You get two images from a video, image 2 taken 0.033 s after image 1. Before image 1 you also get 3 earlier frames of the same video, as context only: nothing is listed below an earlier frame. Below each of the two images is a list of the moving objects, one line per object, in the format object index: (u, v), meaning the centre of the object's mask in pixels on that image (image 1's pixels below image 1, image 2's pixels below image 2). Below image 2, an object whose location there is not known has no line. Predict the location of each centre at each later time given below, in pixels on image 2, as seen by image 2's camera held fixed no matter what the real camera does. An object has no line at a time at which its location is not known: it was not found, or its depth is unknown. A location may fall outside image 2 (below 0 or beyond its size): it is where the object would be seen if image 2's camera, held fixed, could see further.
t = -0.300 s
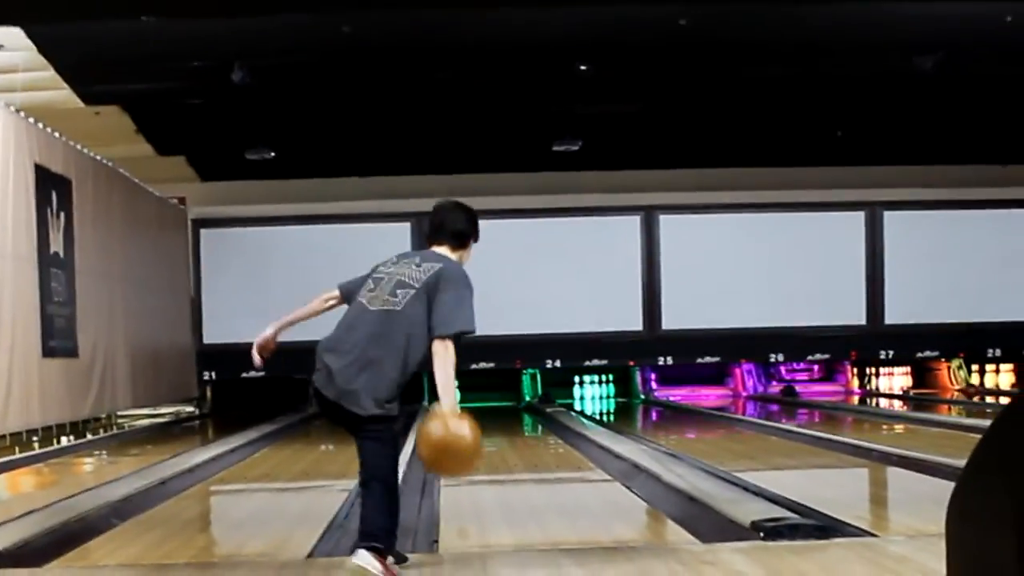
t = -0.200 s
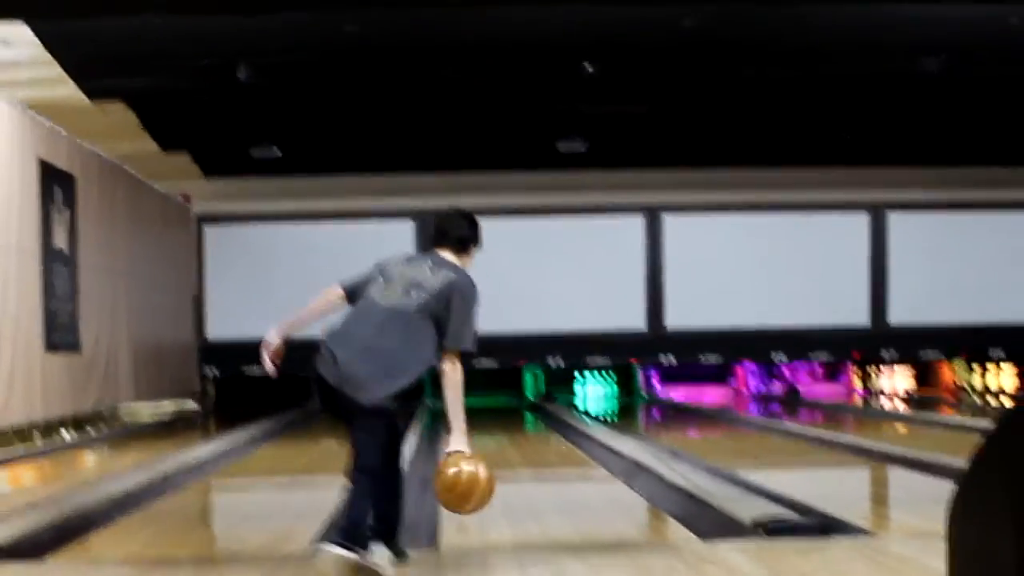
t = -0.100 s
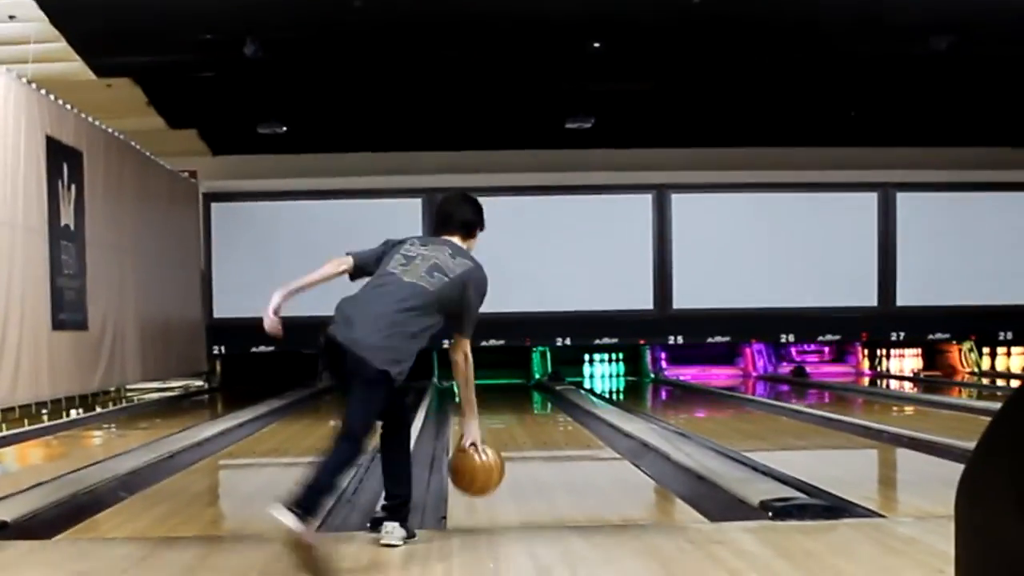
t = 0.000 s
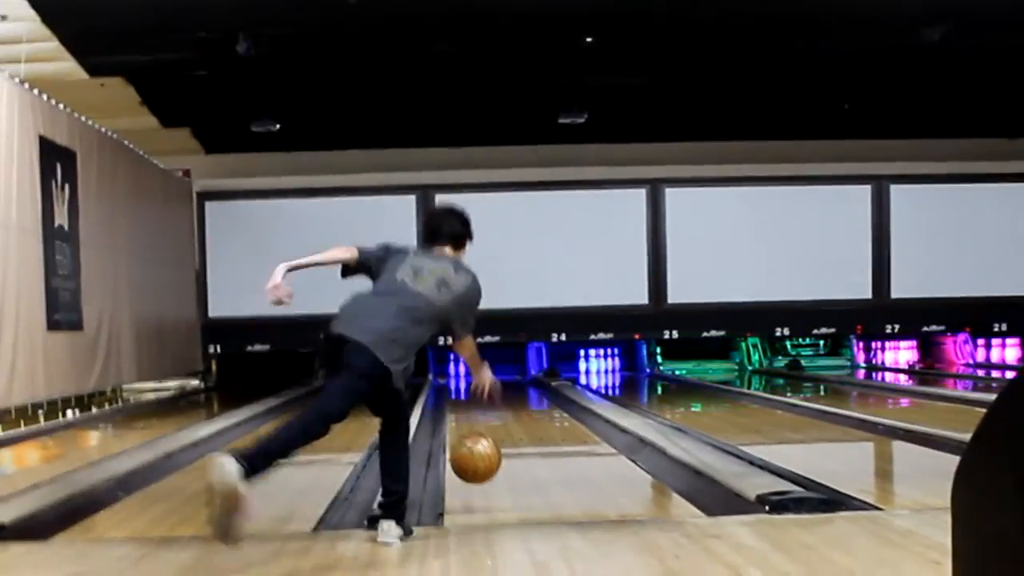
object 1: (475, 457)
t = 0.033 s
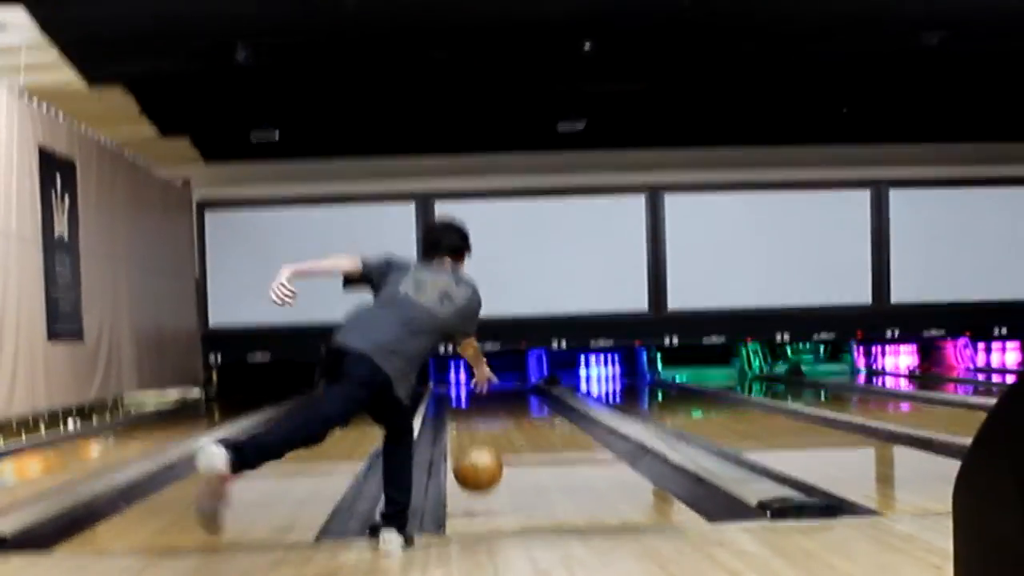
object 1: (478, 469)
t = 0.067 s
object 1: (478, 472)
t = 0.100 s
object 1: (479, 478)
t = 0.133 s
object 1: (480, 478)
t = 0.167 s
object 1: (481, 474)
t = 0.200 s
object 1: (481, 472)
